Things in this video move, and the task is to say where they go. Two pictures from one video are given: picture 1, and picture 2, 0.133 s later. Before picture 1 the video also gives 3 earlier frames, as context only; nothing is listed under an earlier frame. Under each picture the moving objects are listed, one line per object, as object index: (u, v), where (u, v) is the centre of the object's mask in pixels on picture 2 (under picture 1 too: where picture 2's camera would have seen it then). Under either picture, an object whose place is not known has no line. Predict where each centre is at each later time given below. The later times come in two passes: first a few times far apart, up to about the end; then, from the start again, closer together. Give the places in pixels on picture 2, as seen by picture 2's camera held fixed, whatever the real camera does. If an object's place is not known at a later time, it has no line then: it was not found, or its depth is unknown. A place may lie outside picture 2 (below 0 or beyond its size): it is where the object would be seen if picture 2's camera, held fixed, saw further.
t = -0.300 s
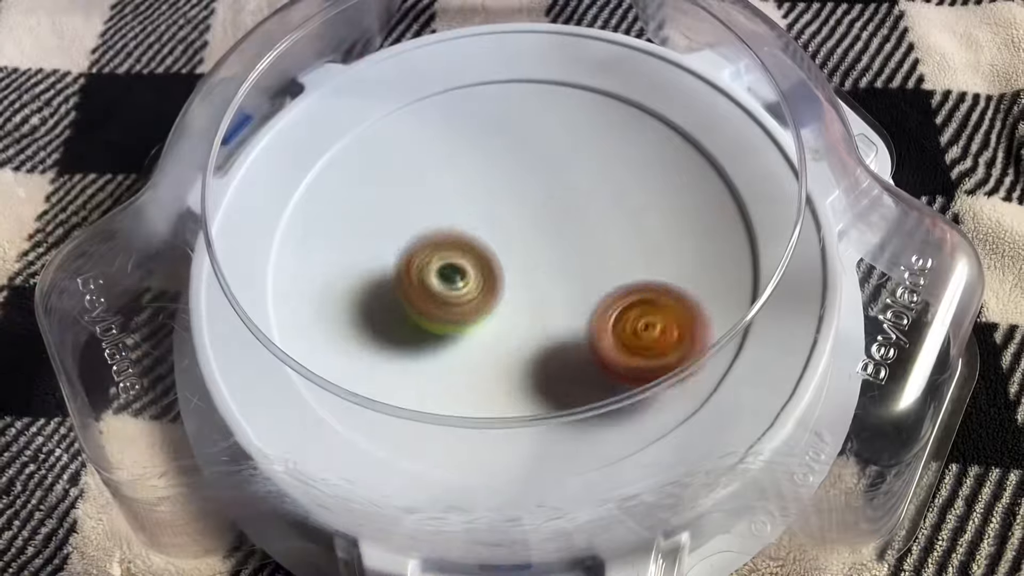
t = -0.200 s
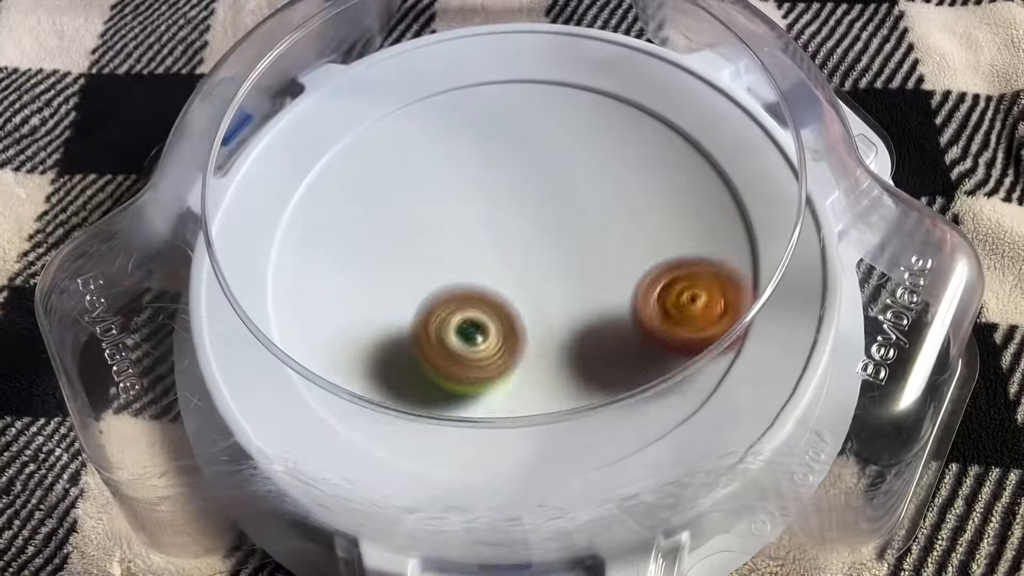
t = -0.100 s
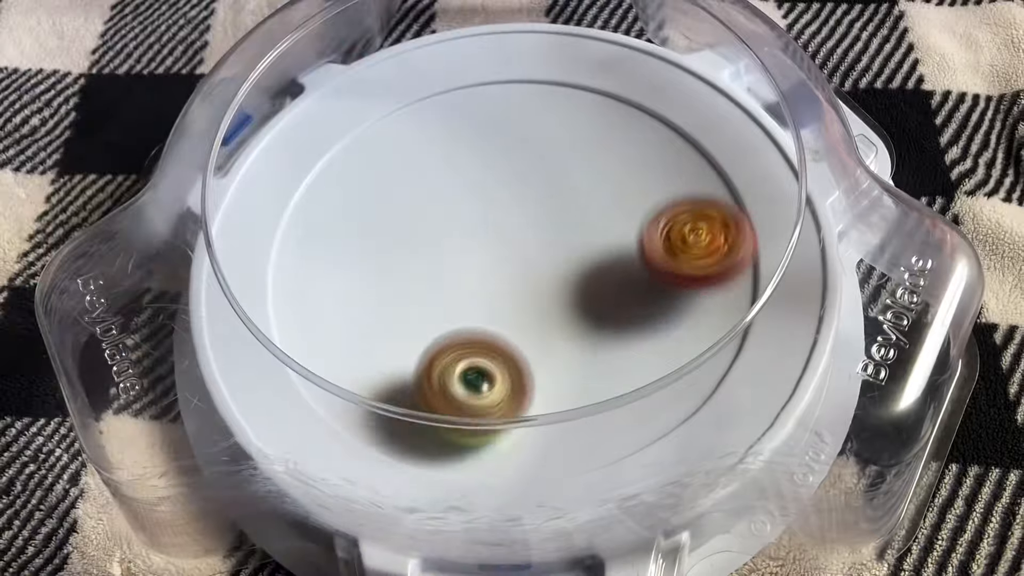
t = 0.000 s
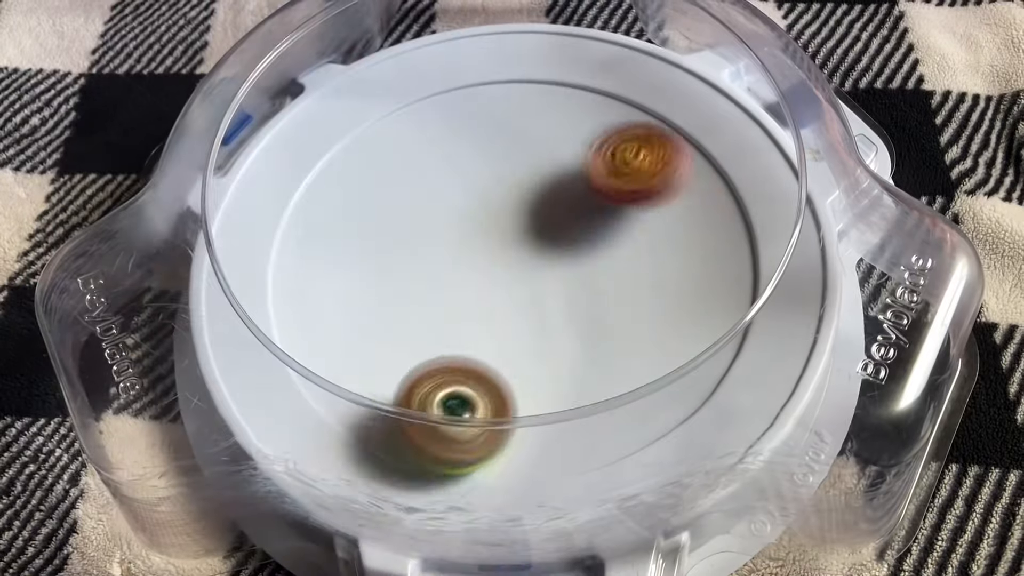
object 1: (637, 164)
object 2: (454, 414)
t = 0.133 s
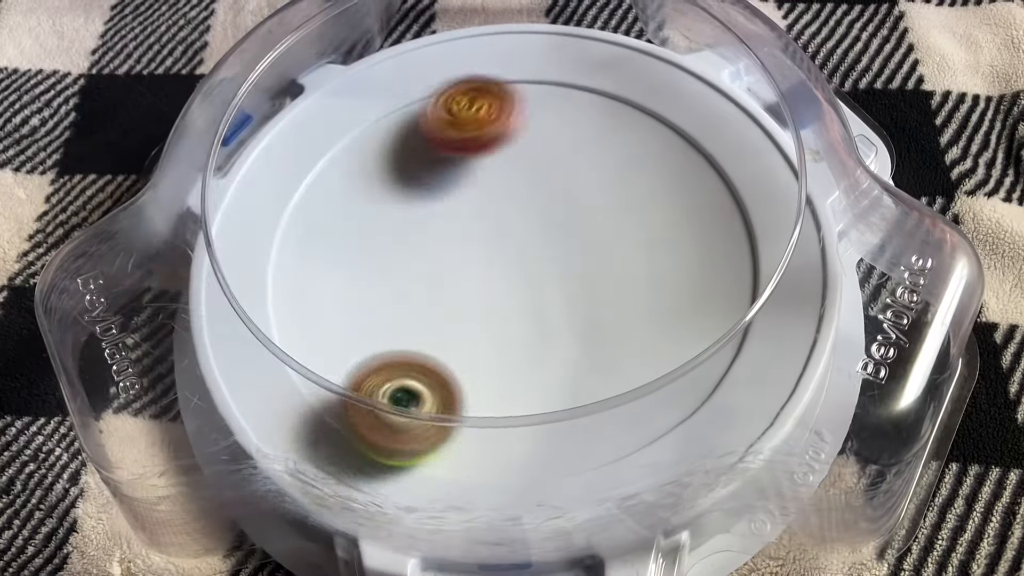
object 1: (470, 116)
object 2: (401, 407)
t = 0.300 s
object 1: (283, 190)
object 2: (363, 329)
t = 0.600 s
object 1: (400, 402)
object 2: (592, 225)
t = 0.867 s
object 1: (661, 170)
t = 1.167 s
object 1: (471, 90)
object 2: (542, 398)
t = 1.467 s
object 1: (322, 372)
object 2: (474, 222)
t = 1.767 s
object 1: (745, 220)
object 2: (640, 152)
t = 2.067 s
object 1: (520, 224)
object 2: (375, 131)
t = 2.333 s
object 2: (292, 200)
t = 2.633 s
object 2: (492, 204)
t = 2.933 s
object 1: (524, 104)
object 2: (483, 273)
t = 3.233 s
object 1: (279, 209)
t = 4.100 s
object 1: (636, 114)
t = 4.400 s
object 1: (415, 123)
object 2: (607, 230)
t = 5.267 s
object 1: (555, 140)
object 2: (490, 218)
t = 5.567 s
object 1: (357, 171)
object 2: (342, 289)
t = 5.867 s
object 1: (417, 276)
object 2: (358, 385)
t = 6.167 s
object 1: (657, 173)
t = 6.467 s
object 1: (520, 89)
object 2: (542, 309)
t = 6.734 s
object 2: (591, 280)
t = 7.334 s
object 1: (646, 170)
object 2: (480, 198)
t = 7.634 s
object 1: (477, 305)
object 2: (333, 119)
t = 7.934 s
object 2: (318, 145)
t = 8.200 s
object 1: (561, 198)
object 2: (410, 242)
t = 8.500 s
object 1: (311, 231)
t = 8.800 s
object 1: (403, 318)
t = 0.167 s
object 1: (425, 117)
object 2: (387, 397)
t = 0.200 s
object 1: (381, 125)
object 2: (375, 383)
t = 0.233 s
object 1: (339, 139)
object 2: (372, 359)
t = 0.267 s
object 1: (306, 158)
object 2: (364, 346)
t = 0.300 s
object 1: (283, 190)
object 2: (363, 329)
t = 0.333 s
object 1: (270, 227)
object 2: (368, 309)
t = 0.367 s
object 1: (269, 262)
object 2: (379, 292)
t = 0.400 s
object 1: (254, 303)
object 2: (404, 276)
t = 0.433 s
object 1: (251, 347)
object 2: (433, 261)
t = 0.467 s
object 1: (254, 388)
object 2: (461, 247)
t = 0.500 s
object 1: (268, 433)
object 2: (493, 239)
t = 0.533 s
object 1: (308, 427)
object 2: (524, 228)
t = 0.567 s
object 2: (560, 224)
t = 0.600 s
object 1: (400, 402)
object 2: (592, 225)
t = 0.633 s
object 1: (454, 377)
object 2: (627, 228)
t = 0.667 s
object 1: (503, 363)
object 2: (659, 235)
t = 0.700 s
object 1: (547, 338)
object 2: (690, 246)
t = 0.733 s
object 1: (584, 310)
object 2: (716, 262)
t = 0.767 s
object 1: (613, 275)
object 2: (737, 280)
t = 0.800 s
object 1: (638, 239)
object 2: (746, 299)
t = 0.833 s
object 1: (653, 203)
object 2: (747, 324)
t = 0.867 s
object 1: (661, 170)
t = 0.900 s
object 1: (662, 139)
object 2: (736, 373)
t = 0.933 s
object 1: (657, 111)
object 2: (726, 394)
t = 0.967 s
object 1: (646, 89)
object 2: (713, 420)
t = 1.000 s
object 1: (626, 74)
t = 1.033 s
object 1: (601, 69)
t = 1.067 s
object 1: (573, 69)
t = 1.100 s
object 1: (541, 73)
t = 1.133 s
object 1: (508, 80)
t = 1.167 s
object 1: (471, 90)
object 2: (542, 398)
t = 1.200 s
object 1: (434, 103)
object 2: (516, 378)
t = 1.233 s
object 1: (395, 119)
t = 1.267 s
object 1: (356, 139)
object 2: (479, 347)
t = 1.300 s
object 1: (320, 165)
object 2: (467, 325)
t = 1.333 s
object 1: (290, 196)
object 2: (460, 304)
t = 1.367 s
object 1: (276, 236)
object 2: (457, 283)
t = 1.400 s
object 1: (285, 282)
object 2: (460, 261)
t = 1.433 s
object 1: (295, 330)
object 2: (465, 242)
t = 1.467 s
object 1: (322, 372)
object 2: (474, 222)
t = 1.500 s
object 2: (486, 204)
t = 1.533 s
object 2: (500, 189)
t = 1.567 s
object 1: (494, 441)
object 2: (517, 176)
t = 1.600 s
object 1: (564, 437)
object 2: (536, 165)
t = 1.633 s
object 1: (632, 414)
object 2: (557, 157)
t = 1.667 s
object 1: (686, 377)
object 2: (578, 151)
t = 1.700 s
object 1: (725, 327)
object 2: (600, 149)
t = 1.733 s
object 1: (743, 274)
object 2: (621, 149)
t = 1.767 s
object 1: (745, 220)
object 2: (640, 152)
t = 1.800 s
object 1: (753, 181)
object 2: (639, 150)
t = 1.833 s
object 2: (585, 130)
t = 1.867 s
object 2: (537, 112)
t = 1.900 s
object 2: (494, 97)
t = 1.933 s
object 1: (658, 202)
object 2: (457, 84)
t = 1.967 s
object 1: (613, 209)
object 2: (426, 80)
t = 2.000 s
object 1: (573, 212)
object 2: (403, 92)
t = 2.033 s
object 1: (545, 217)
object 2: (386, 110)
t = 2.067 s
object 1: (520, 224)
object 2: (375, 131)
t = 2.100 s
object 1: (496, 235)
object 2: (368, 155)
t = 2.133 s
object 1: (472, 249)
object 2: (368, 177)
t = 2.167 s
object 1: (452, 264)
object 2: (370, 200)
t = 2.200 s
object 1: (464, 294)
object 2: (348, 207)
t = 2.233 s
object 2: (316, 200)
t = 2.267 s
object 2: (295, 196)
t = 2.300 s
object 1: (581, 367)
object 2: (284, 196)
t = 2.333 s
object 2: (292, 200)
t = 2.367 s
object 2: (307, 204)
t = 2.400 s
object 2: (325, 211)
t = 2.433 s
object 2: (348, 213)
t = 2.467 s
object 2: (375, 214)
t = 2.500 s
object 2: (403, 211)
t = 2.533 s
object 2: (427, 209)
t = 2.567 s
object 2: (452, 207)
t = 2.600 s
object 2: (473, 205)
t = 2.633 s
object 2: (492, 204)
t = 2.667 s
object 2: (506, 205)
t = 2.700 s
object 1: (753, 199)
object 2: (515, 207)
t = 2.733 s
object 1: (739, 179)
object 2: (524, 209)
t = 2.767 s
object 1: (712, 165)
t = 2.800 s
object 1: (675, 151)
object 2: (530, 216)
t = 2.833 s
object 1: (633, 142)
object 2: (529, 218)
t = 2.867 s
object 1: (587, 137)
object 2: (528, 221)
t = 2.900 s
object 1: (554, 119)
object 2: (506, 250)
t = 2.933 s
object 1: (524, 104)
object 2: (483, 273)
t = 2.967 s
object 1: (491, 95)
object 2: (461, 292)
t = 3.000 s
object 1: (458, 93)
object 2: (442, 304)
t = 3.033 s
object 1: (427, 98)
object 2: (424, 312)
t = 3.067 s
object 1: (398, 110)
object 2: (407, 315)
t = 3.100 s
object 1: (369, 127)
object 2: (392, 314)
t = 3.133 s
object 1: (344, 151)
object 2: (380, 311)
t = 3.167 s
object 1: (321, 181)
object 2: (369, 306)
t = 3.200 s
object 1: (303, 215)
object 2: (363, 302)
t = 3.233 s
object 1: (279, 209)
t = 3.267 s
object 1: (267, 200)
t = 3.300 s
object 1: (264, 197)
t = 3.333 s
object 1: (262, 196)
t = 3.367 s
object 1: (262, 200)
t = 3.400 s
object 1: (262, 206)
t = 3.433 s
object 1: (265, 215)
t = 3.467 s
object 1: (268, 225)
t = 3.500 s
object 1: (276, 239)
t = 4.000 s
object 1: (658, 175)
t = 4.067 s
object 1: (650, 133)
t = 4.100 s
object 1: (636, 114)
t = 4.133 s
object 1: (620, 99)
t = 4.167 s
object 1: (597, 87)
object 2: (538, 243)
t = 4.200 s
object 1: (573, 80)
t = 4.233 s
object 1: (544, 74)
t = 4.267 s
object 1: (518, 73)
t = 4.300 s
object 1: (487, 79)
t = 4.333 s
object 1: (462, 88)
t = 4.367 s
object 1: (437, 105)
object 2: (600, 229)
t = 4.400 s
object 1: (415, 123)
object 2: (607, 230)
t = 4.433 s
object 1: (400, 148)
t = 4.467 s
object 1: (386, 174)
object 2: (617, 232)
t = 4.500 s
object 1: (380, 202)
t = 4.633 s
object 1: (420, 312)
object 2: (617, 245)
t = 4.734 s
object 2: (602, 252)
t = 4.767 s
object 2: (594, 253)
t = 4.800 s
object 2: (586, 255)
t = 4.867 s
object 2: (569, 256)
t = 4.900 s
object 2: (560, 255)
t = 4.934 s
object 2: (549, 254)
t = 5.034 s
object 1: (730, 225)
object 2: (525, 245)
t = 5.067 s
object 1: (718, 201)
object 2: (516, 241)
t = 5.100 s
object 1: (701, 181)
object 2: (510, 237)
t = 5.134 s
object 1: (679, 163)
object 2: (504, 233)
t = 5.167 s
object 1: (651, 150)
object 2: (499, 229)
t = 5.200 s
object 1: (621, 143)
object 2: (496, 225)
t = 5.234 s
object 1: (588, 139)
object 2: (494, 221)
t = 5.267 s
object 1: (555, 140)
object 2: (490, 218)
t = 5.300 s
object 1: (539, 127)
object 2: (472, 238)
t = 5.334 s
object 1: (523, 111)
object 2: (448, 258)
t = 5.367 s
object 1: (505, 103)
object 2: (429, 274)
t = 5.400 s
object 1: (483, 99)
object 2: (410, 285)
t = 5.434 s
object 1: (460, 102)
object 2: (394, 293)
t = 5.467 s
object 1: (430, 113)
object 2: (379, 296)
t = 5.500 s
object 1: (403, 126)
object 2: (363, 296)
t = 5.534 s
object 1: (379, 145)
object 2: (353, 293)
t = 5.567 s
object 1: (357, 171)
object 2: (342, 289)
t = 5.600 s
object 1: (345, 188)
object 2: (336, 297)
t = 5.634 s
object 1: (334, 187)
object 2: (333, 322)
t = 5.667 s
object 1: (328, 193)
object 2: (338, 338)
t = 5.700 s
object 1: (326, 203)
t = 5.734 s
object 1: (329, 217)
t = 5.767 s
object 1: (339, 234)
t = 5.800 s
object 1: (359, 251)
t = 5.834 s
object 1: (384, 265)
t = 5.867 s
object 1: (417, 276)
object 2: (358, 385)
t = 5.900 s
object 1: (452, 281)
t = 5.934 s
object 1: (491, 280)
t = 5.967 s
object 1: (525, 276)
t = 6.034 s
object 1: (589, 251)
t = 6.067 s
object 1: (615, 234)
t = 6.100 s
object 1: (632, 215)
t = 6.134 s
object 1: (647, 194)
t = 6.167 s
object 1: (657, 173)
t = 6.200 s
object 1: (661, 152)
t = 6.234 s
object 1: (658, 130)
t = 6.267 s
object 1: (653, 110)
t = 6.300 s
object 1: (643, 91)
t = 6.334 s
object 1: (624, 82)
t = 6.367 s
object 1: (600, 78)
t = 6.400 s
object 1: (572, 77)
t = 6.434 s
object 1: (546, 80)
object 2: (532, 311)
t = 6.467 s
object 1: (520, 89)
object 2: (542, 309)
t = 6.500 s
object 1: (494, 107)
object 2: (550, 306)
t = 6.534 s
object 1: (471, 130)
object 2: (557, 303)
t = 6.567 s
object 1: (451, 160)
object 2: (563, 300)
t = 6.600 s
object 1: (439, 188)
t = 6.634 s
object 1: (432, 224)
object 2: (576, 292)
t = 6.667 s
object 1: (432, 258)
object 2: (582, 289)
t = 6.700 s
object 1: (439, 289)
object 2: (586, 285)
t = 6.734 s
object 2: (591, 280)
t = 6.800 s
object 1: (492, 364)
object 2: (597, 270)
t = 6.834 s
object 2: (599, 266)
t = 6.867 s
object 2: (601, 261)
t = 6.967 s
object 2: (602, 246)
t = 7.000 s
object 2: (601, 242)
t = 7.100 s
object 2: (596, 227)
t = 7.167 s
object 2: (590, 219)
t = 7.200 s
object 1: (697, 231)
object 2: (585, 216)
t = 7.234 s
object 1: (697, 211)
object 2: (556, 213)
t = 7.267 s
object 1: (689, 194)
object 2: (527, 209)
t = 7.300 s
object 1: (671, 179)
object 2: (501, 204)
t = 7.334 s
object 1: (646, 170)
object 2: (480, 198)
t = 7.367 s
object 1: (616, 166)
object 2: (461, 192)
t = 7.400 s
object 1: (581, 169)
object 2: (447, 186)
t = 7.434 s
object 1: (548, 177)
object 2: (436, 179)
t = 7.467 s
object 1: (524, 191)
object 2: (414, 171)
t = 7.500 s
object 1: (510, 208)
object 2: (387, 158)
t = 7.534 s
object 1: (497, 230)
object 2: (363, 147)
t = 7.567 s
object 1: (485, 255)
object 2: (346, 135)
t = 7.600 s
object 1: (479, 279)
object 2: (337, 122)
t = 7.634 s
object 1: (477, 305)
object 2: (333, 119)
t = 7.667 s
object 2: (328, 115)
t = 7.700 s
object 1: (491, 351)
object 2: (326, 114)
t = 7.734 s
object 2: (324, 116)
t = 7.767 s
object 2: (322, 118)
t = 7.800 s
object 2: (320, 123)
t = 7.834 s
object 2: (318, 127)
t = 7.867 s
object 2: (317, 132)
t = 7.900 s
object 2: (317, 137)
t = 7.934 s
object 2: (318, 145)
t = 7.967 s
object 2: (325, 154)
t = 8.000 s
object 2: (334, 168)
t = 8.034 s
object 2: (344, 178)
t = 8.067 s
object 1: (669, 263)
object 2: (357, 190)
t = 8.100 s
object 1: (650, 241)
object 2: (371, 203)
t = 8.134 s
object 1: (625, 223)
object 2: (385, 216)
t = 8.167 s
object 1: (594, 209)
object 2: (398, 228)
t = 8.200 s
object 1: (561, 198)
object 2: (410, 242)
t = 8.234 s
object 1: (530, 191)
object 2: (423, 256)
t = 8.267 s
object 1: (498, 188)
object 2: (434, 269)
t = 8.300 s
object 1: (469, 187)
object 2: (447, 286)
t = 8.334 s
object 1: (439, 187)
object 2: (455, 302)
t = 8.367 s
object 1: (409, 189)
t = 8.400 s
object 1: (382, 193)
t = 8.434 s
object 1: (354, 203)
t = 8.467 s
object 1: (331, 215)
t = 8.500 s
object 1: (311, 231)
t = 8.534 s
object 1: (294, 253)
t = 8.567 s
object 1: (287, 275)
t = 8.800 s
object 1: (403, 318)
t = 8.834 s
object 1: (404, 291)
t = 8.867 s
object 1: (449, 265)
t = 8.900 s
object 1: (493, 258)
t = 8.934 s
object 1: (535, 263)
